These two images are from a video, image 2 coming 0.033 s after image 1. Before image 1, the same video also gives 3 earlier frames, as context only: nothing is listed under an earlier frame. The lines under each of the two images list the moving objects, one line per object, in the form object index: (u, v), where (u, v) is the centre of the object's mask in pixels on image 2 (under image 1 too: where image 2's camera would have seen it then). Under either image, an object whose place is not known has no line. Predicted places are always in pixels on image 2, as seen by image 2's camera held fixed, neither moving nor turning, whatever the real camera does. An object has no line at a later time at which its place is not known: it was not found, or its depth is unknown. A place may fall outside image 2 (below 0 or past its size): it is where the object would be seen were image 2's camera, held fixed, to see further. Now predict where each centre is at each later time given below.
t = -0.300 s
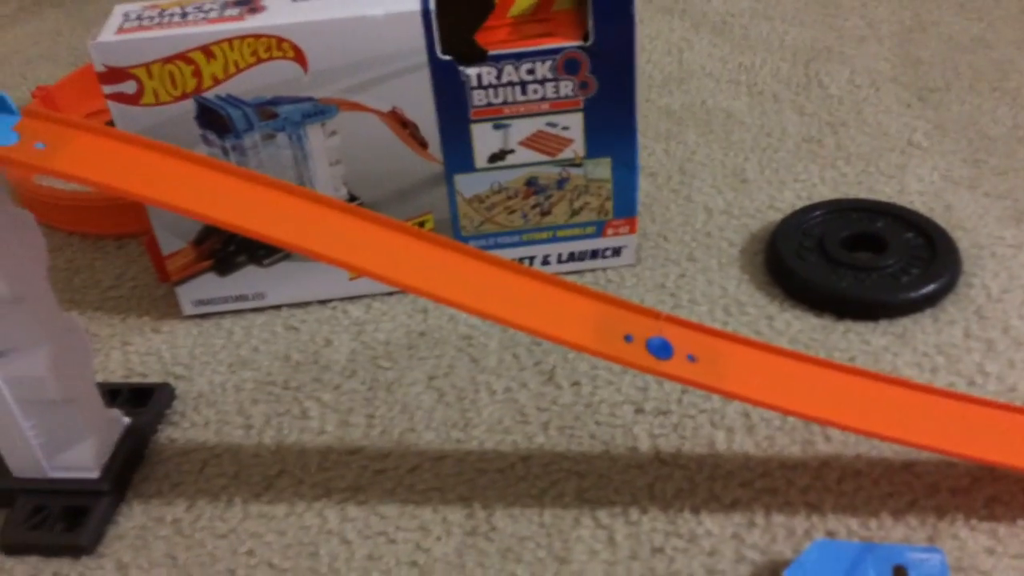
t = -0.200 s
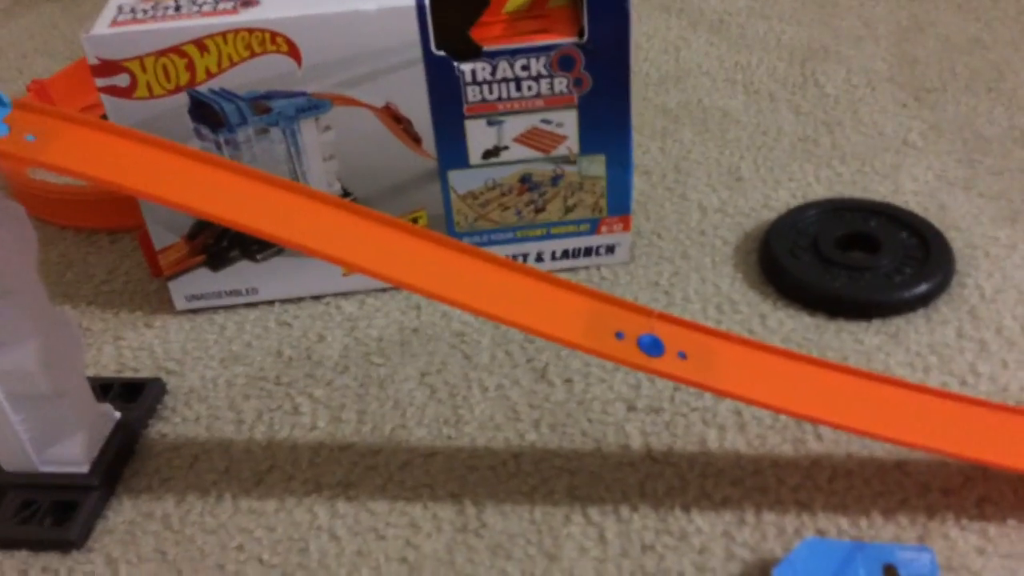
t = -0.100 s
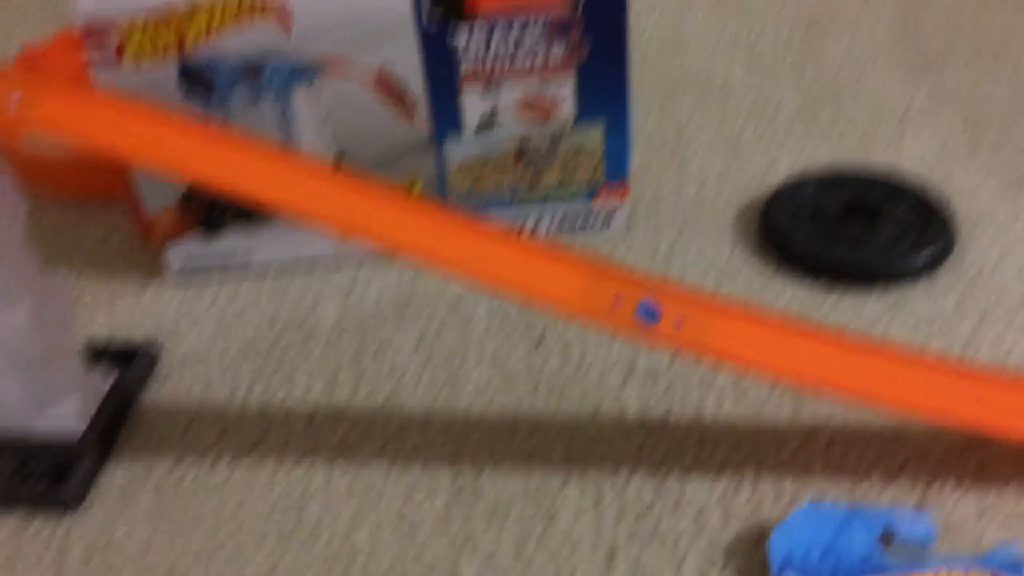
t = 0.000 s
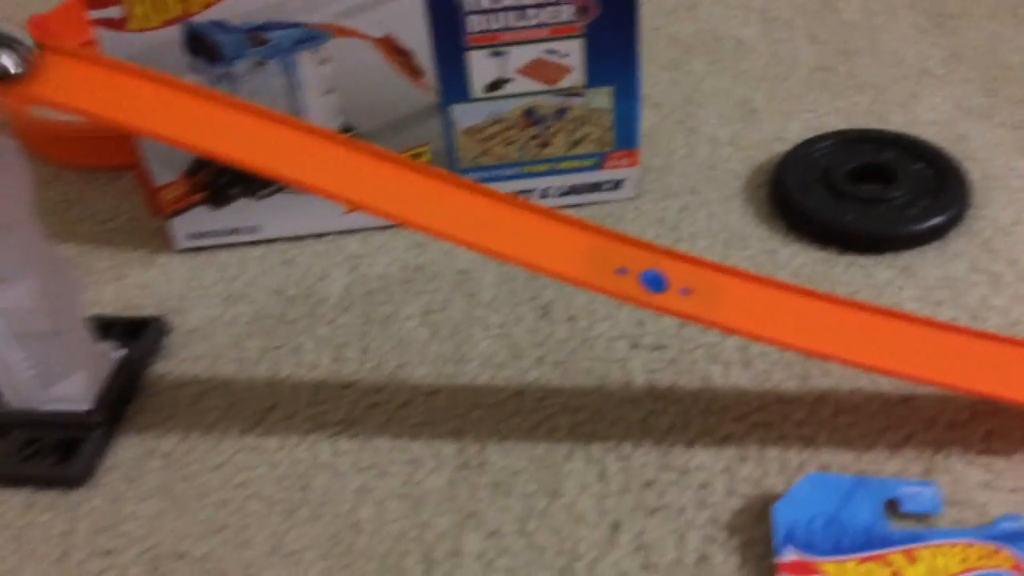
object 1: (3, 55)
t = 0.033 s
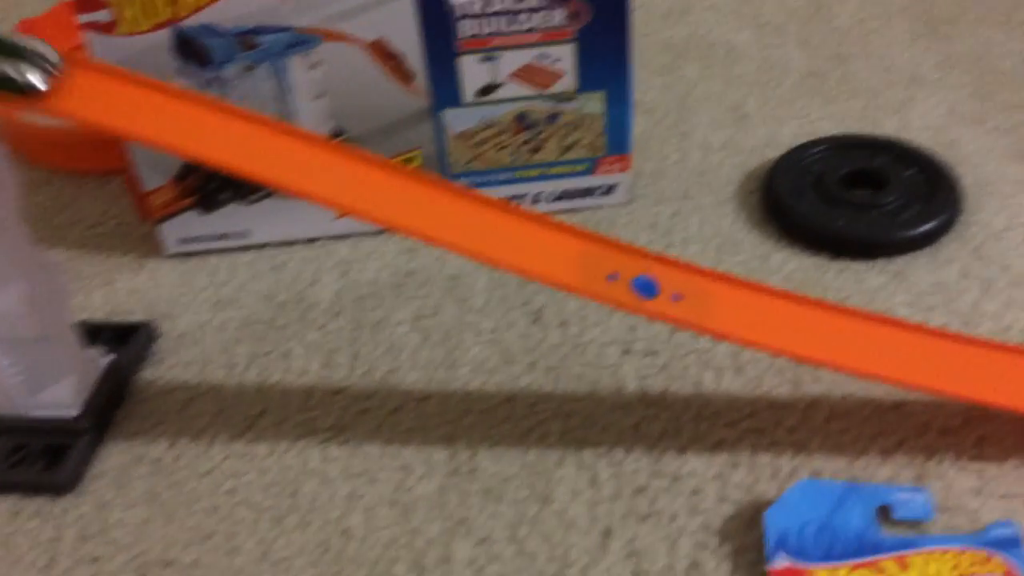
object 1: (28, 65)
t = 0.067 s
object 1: (53, 74)
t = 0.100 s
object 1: (83, 82)
